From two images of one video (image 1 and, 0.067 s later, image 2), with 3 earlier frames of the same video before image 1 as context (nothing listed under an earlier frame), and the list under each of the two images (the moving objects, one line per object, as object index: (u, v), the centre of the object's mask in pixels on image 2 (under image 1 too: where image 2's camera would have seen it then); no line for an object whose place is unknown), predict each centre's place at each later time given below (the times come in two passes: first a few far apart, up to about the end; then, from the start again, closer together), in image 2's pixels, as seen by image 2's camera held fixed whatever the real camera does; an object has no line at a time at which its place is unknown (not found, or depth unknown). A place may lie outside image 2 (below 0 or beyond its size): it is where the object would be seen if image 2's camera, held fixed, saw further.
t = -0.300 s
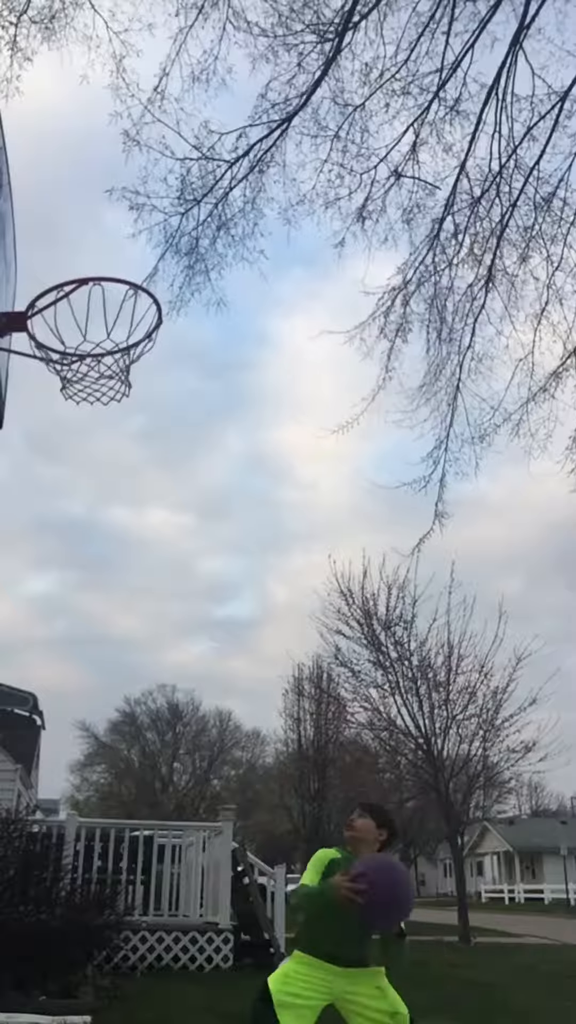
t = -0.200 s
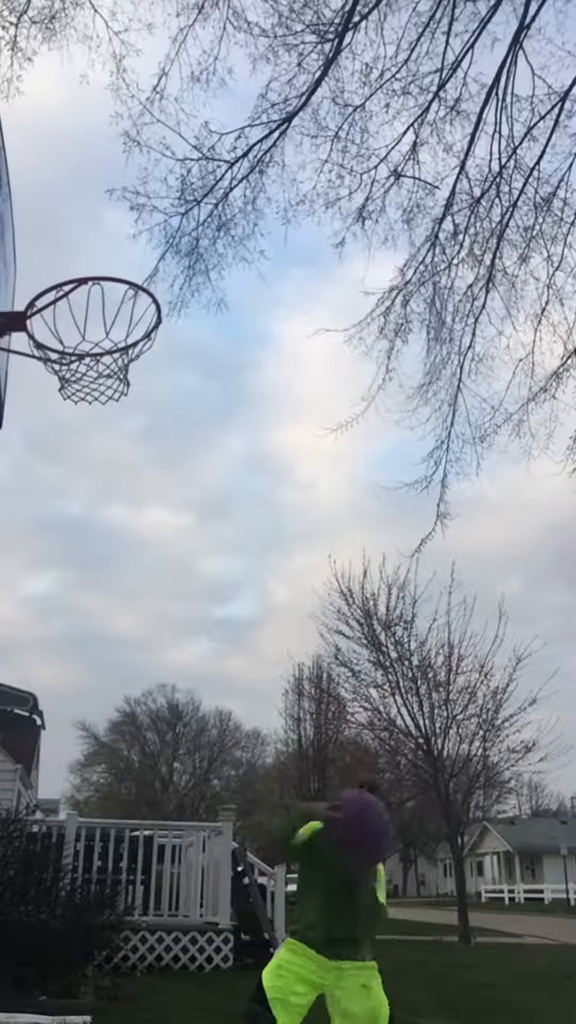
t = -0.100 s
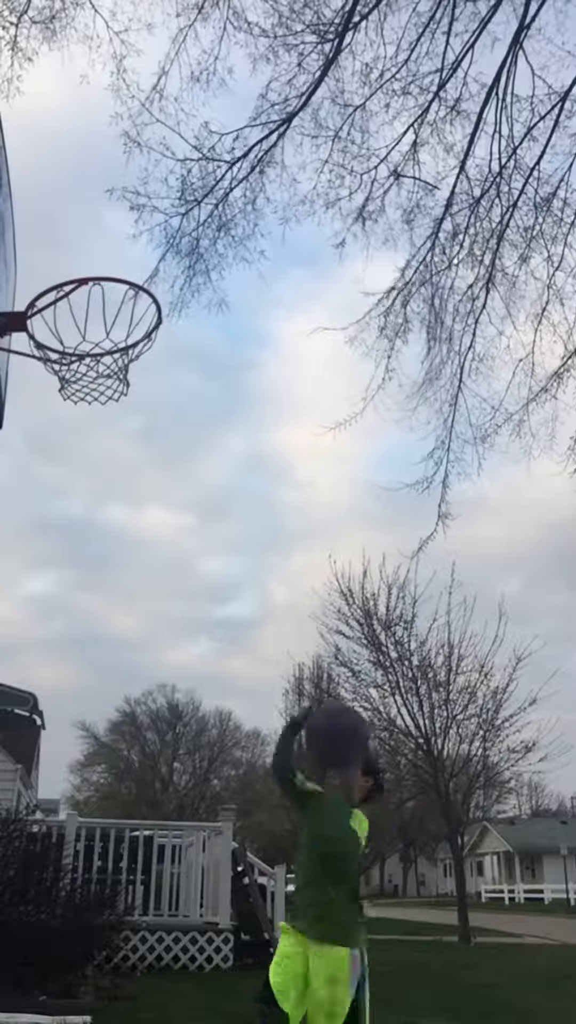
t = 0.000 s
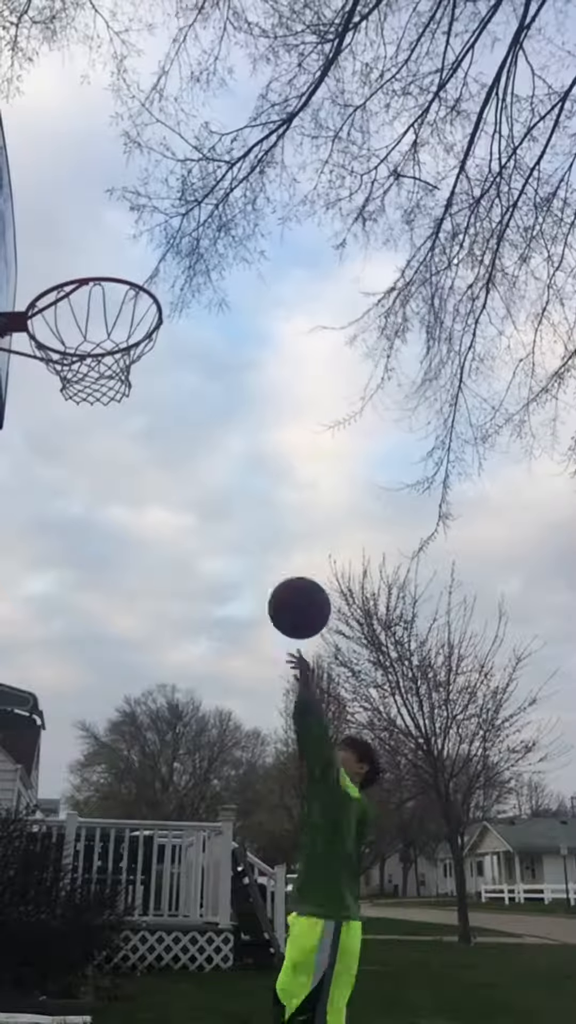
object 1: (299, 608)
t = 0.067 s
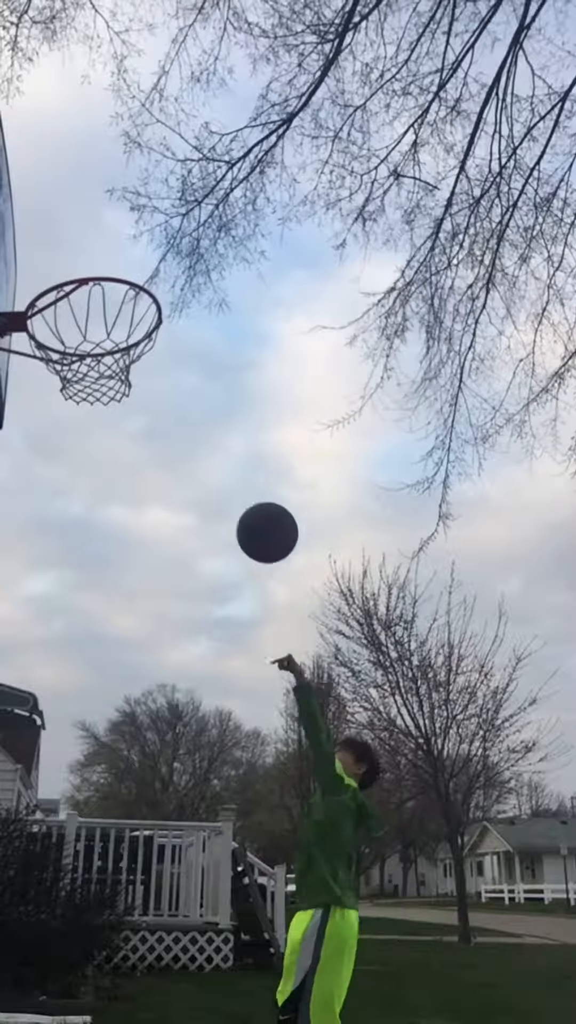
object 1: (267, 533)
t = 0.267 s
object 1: (172, 377)
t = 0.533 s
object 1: (157, 382)
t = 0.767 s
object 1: (155, 512)
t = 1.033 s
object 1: (137, 820)
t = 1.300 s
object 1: (131, 939)
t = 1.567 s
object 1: (142, 736)
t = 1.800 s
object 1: (138, 715)
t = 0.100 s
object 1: (251, 500)
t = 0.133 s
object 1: (236, 470)
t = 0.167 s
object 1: (220, 443)
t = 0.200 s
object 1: (204, 419)
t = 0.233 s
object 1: (188, 397)
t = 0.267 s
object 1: (172, 377)
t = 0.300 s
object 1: (157, 360)
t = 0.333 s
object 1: (151, 353)
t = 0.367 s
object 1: (152, 352)
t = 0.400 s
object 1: (153, 354)
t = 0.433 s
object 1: (155, 358)
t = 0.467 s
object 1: (155, 364)
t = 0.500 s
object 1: (156, 372)
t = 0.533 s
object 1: (157, 382)
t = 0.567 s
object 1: (157, 394)
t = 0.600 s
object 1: (157, 408)
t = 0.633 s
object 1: (157, 424)
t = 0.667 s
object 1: (157, 443)
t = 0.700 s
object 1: (156, 463)
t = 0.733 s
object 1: (156, 486)
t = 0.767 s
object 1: (155, 512)
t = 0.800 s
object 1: (154, 539)
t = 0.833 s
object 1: (152, 570)
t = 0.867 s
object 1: (151, 603)
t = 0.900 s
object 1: (148, 639)
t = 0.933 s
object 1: (146, 679)
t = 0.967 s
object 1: (143, 721)
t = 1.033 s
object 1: (137, 820)
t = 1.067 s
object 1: (133, 875)
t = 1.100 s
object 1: (130, 935)
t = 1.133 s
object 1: (126, 994)
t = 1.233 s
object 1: (126, 1008)
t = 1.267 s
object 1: (127, 973)
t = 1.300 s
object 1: (131, 939)
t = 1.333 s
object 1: (133, 899)
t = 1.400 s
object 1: (139, 834)
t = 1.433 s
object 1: (140, 809)
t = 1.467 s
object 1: (142, 787)
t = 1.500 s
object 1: (143, 768)
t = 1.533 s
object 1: (142, 751)
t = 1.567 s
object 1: (142, 736)
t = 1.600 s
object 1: (143, 725)
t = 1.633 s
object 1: (144, 716)
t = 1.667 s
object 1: (143, 711)
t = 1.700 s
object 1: (142, 708)
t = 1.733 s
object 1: (141, 708)
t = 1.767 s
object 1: (140, 710)
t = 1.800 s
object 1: (138, 715)
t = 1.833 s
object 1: (137, 722)
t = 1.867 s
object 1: (135, 732)
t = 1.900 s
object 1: (131, 745)
